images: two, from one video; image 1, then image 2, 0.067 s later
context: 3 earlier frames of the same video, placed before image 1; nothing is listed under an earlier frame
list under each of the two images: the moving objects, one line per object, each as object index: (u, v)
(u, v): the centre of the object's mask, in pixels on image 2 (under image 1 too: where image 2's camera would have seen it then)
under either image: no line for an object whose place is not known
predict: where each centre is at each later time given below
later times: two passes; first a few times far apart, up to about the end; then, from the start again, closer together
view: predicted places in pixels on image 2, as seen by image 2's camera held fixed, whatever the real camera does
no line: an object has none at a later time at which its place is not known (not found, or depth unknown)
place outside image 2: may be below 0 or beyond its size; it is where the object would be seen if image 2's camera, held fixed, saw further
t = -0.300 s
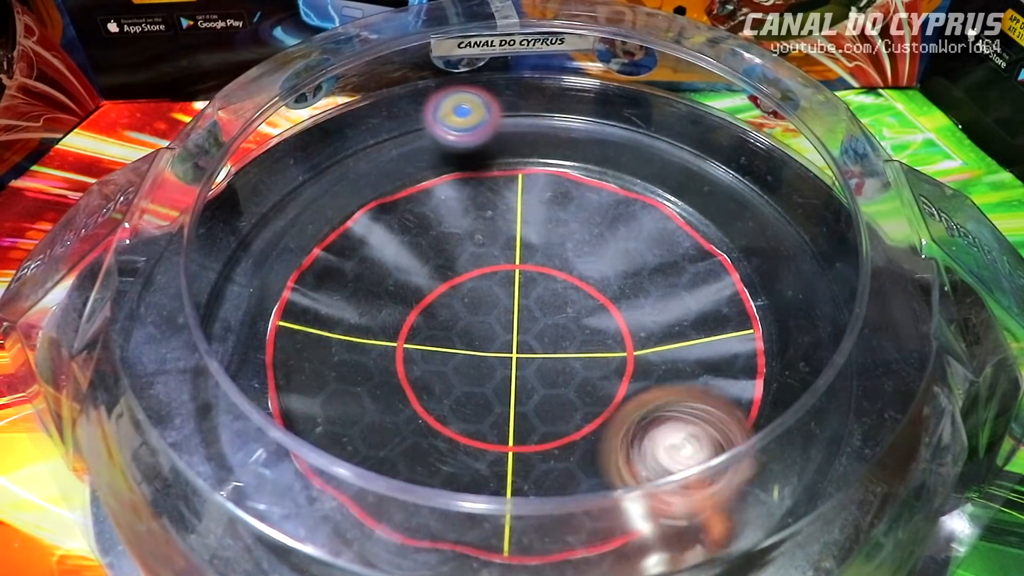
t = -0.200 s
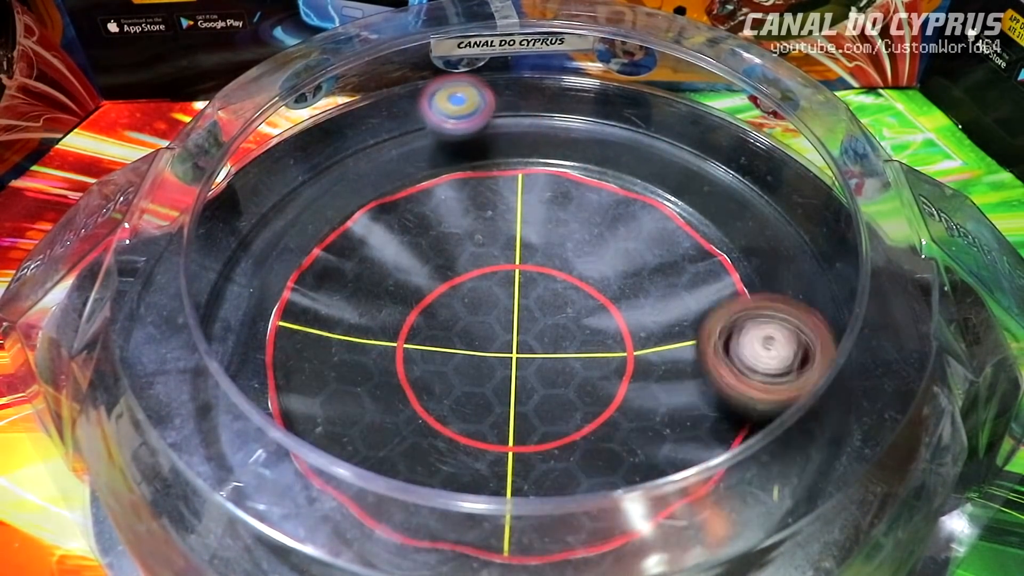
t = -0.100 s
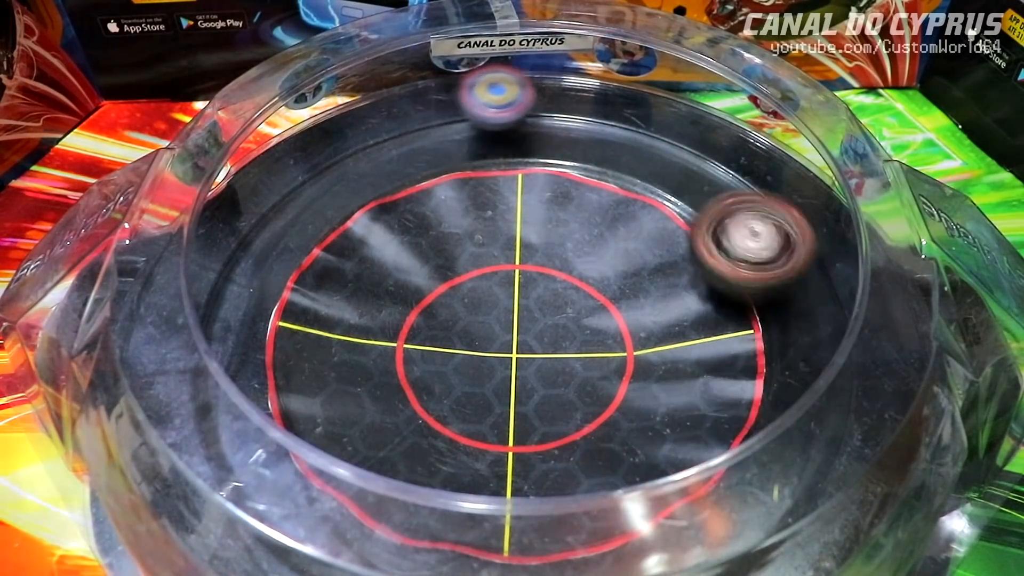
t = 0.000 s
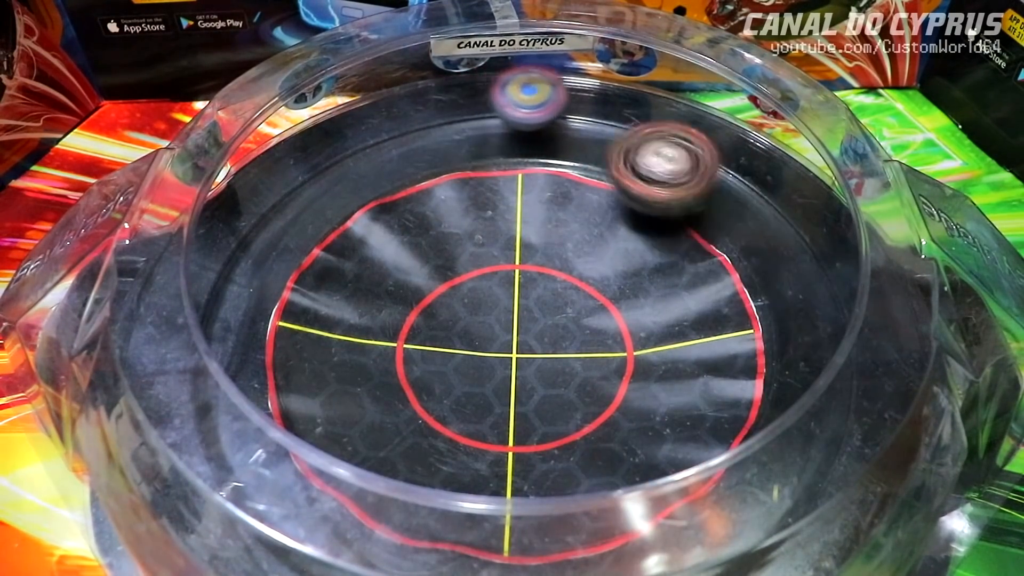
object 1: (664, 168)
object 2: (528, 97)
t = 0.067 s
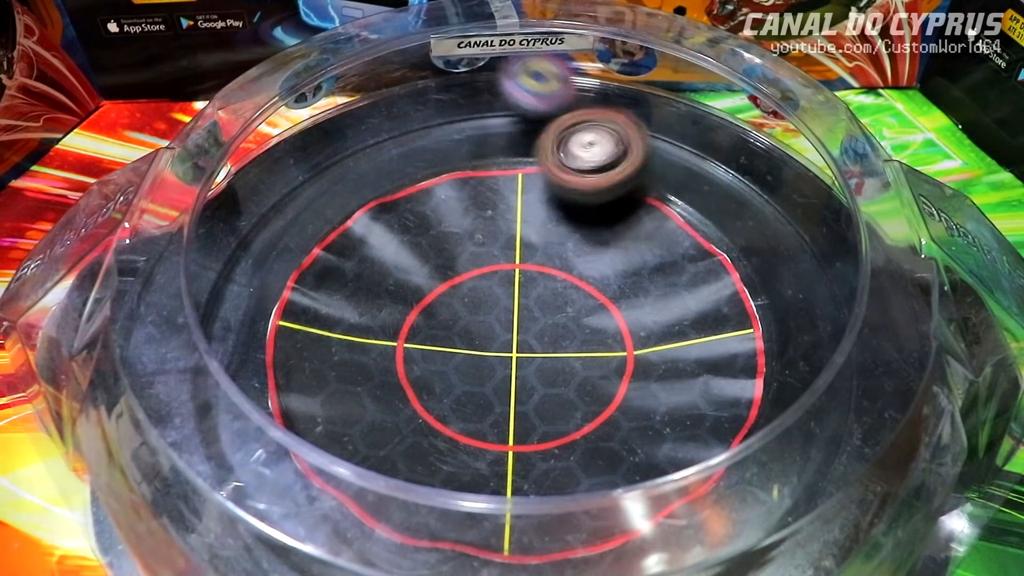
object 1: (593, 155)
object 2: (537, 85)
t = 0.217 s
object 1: (464, 261)
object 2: (426, 93)
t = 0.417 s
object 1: (449, 462)
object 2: (400, 118)
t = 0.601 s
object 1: (669, 540)
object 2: (495, 119)
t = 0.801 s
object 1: (768, 517)
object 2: (619, 116)
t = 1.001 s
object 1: (736, 441)
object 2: (695, 135)
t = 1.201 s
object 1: (663, 370)
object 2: (710, 143)
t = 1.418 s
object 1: (522, 263)
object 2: (758, 173)
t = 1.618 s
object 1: (350, 295)
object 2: (800, 217)
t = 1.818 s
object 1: (337, 415)
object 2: (820, 257)
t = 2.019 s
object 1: (547, 490)
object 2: (843, 317)
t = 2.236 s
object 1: (702, 344)
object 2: (840, 385)
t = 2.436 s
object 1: (602, 174)
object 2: (816, 446)
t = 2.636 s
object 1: (381, 135)
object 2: (759, 504)
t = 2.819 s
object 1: (274, 189)
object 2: (686, 544)
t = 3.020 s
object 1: (262, 256)
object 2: (592, 553)
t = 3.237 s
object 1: (334, 322)
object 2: (461, 554)
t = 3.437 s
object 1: (531, 393)
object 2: (371, 543)
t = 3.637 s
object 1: (669, 279)
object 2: (284, 506)
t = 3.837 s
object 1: (586, 159)
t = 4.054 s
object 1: (426, 160)
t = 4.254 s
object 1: (332, 277)
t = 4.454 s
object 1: (493, 438)
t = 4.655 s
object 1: (756, 376)
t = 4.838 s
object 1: (796, 258)
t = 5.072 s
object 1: (776, 231)
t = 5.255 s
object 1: (770, 239)
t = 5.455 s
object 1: (718, 246)
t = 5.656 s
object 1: (569, 255)
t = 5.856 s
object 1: (432, 325)
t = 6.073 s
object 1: (494, 437)
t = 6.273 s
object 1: (628, 422)
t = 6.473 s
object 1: (657, 314)
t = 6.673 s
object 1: (531, 232)
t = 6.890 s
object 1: (371, 270)
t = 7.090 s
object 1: (347, 363)
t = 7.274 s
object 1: (439, 419)
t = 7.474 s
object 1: (584, 384)
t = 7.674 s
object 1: (605, 258)
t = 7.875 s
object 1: (500, 201)
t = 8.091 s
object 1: (408, 248)
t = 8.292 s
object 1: (430, 348)
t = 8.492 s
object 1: (585, 382)
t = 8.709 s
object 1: (665, 277)
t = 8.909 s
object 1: (598, 217)
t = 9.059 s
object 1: (512, 227)
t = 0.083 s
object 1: (579, 166)
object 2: (524, 79)
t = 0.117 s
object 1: (552, 185)
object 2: (496, 77)
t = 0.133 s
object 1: (538, 196)
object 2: (482, 80)
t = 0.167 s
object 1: (510, 219)
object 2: (456, 90)
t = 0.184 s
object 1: (494, 233)
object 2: (447, 88)
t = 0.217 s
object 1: (464, 261)
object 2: (426, 93)
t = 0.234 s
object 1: (451, 276)
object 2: (419, 97)
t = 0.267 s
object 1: (429, 309)
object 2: (406, 99)
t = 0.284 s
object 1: (420, 329)
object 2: (401, 100)
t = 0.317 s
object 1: (411, 363)
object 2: (394, 103)
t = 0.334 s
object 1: (411, 383)
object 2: (393, 104)
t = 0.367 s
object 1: (418, 417)
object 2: (394, 106)
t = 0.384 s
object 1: (427, 430)
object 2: (395, 109)
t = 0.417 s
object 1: (449, 462)
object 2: (400, 118)
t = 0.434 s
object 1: (465, 484)
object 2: (403, 120)
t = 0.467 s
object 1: (504, 508)
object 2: (415, 122)
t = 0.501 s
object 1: (549, 521)
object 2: (432, 123)
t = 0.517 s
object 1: (566, 528)
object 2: (442, 122)
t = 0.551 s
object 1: (616, 537)
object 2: (464, 120)
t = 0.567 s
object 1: (639, 539)
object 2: (474, 120)
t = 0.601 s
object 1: (669, 540)
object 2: (495, 119)
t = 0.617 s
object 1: (686, 539)
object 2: (505, 120)
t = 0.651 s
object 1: (718, 541)
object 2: (524, 118)
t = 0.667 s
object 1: (729, 539)
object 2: (534, 117)
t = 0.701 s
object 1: (741, 533)
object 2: (555, 116)
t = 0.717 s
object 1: (747, 530)
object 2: (566, 115)
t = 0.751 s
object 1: (752, 525)
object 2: (587, 114)
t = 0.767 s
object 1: (757, 523)
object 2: (598, 114)
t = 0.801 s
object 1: (768, 517)
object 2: (619, 116)
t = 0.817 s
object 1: (767, 514)
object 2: (630, 115)
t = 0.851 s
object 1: (764, 496)
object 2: (651, 114)
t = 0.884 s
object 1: (758, 479)
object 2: (663, 117)
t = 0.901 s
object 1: (755, 472)
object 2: (666, 120)
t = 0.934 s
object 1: (750, 462)
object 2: (671, 126)
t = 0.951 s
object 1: (749, 452)
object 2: (675, 128)
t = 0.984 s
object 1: (740, 441)
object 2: (687, 132)
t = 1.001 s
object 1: (736, 441)
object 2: (695, 135)
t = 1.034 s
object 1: (728, 432)
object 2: (706, 136)
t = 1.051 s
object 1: (722, 429)
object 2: (709, 138)
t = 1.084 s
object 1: (703, 412)
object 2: (710, 140)
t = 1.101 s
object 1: (699, 410)
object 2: (708, 140)
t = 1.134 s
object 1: (688, 403)
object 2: (705, 140)
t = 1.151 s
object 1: (684, 397)
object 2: (704, 140)
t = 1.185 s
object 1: (670, 380)
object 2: (707, 141)
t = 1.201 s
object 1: (663, 370)
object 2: (710, 143)
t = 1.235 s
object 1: (648, 351)
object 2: (716, 146)
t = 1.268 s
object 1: (632, 334)
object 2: (716, 147)
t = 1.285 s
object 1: (623, 324)
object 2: (717, 148)
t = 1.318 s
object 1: (605, 305)
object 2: (721, 151)
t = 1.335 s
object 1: (593, 296)
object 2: (725, 154)
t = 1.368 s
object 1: (568, 280)
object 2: (736, 161)
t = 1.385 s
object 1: (553, 273)
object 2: (742, 163)
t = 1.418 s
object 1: (522, 263)
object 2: (758, 173)
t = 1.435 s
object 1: (506, 259)
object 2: (764, 178)
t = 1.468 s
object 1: (474, 255)
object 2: (770, 184)
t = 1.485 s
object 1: (458, 255)
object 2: (771, 186)
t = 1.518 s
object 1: (428, 258)
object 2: (773, 189)
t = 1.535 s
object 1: (413, 262)
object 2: (776, 192)
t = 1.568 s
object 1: (386, 272)
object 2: (785, 201)
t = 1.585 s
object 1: (372, 279)
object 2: (791, 206)
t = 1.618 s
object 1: (350, 295)
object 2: (800, 217)
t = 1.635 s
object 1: (340, 304)
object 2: (802, 219)
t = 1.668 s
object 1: (324, 325)
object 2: (804, 222)
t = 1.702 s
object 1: (312, 348)
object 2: (807, 228)
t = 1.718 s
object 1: (309, 361)
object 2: (810, 232)
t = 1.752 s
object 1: (311, 382)
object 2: (816, 244)
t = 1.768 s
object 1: (316, 390)
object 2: (818, 249)
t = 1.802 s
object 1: (329, 407)
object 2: (820, 254)
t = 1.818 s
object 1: (337, 415)
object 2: (820, 257)
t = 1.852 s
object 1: (348, 451)
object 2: (823, 265)
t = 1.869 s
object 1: (363, 460)
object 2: (824, 271)
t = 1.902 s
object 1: (401, 484)
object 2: (834, 284)
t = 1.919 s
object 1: (422, 485)
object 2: (836, 289)
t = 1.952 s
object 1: (462, 495)
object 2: (839, 296)
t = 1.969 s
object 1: (484, 493)
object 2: (839, 300)
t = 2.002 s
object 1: (525, 491)
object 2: (841, 310)
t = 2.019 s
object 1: (547, 490)
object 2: (843, 317)
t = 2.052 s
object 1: (580, 457)
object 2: (844, 329)
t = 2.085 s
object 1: (612, 446)
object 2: (843, 335)
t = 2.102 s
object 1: (628, 440)
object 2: (843, 339)
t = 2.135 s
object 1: (658, 422)
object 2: (844, 351)
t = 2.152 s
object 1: (670, 412)
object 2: (845, 359)
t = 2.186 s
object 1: (690, 389)
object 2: (844, 373)
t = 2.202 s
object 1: (696, 374)
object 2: (844, 379)
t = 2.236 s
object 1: (702, 344)
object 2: (840, 385)
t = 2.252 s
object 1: (704, 328)
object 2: (840, 390)
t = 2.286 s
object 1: (700, 295)
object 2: (838, 401)
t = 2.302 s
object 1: (695, 279)
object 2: (837, 408)
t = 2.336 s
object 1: (680, 250)
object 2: (831, 418)
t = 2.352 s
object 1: (670, 234)
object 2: (829, 421)
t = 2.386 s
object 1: (647, 207)
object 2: (825, 428)
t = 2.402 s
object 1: (633, 196)
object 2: (822, 432)
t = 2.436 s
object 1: (602, 174)
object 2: (816, 446)
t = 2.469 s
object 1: (568, 157)
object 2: (806, 458)
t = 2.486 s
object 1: (550, 150)
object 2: (804, 468)
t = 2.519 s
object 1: (511, 139)
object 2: (797, 474)
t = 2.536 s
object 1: (492, 135)
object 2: (794, 477)
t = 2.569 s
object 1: (452, 131)
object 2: (783, 486)
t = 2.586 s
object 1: (435, 132)
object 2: (776, 490)
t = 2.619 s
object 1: (398, 133)
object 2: (767, 505)
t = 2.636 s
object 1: (381, 135)
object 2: (759, 504)
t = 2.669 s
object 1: (353, 138)
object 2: (753, 515)
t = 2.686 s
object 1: (342, 140)
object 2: (748, 519)
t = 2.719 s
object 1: (317, 144)
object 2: (736, 526)
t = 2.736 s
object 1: (307, 148)
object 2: (726, 529)
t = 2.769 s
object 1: (291, 162)
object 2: (713, 535)
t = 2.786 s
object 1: (284, 171)
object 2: (704, 538)
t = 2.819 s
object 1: (274, 189)
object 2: (686, 544)
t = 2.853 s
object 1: (267, 204)
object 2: (674, 545)
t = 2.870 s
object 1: (264, 212)
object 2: (663, 549)
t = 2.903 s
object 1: (260, 224)
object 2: (645, 550)
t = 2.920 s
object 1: (259, 230)
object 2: (637, 551)
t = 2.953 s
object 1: (258, 240)
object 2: (615, 554)
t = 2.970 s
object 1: (258, 245)
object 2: (612, 553)
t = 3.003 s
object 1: (260, 252)
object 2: (595, 553)
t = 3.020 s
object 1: (262, 256)
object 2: (592, 553)
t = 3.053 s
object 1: (266, 261)
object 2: (571, 554)
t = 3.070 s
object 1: (269, 264)
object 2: (558, 554)
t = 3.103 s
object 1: (274, 269)
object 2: (533, 556)
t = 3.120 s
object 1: (278, 273)
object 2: (520, 556)
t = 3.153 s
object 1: (289, 284)
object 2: (497, 556)
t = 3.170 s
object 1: (296, 290)
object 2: (490, 557)
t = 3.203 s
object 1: (314, 305)
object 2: (478, 555)
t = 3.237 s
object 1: (334, 322)
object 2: (461, 554)
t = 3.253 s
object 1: (345, 331)
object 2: (452, 553)
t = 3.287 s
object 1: (371, 347)
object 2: (431, 551)
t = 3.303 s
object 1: (386, 355)
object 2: (422, 551)
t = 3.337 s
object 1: (418, 371)
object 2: (406, 549)
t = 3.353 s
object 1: (435, 378)
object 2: (400, 548)
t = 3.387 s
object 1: (470, 388)
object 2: (390, 547)
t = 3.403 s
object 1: (490, 391)
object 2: (385, 545)
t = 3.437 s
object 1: (531, 393)
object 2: (371, 543)
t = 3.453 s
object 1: (551, 392)
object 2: (362, 541)
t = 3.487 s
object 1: (587, 383)
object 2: (344, 536)
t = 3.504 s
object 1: (603, 375)
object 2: (335, 534)
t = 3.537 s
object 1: (632, 355)
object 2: (315, 526)
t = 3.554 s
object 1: (643, 343)
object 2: (308, 522)
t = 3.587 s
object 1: (660, 318)
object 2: (295, 515)
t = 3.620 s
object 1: (668, 291)
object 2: (286, 508)
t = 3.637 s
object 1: (669, 279)
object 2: (284, 506)
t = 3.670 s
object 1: (666, 254)
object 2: (278, 502)
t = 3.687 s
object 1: (663, 241)
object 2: (277, 492)
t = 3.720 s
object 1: (652, 216)
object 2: (261, 479)
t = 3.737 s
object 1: (645, 205)
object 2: (256, 475)
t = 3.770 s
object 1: (627, 186)
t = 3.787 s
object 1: (618, 178)
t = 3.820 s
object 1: (597, 165)
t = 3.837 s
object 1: (586, 159)
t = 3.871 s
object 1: (560, 149)
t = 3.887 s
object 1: (548, 146)
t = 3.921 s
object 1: (522, 143)
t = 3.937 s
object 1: (511, 143)
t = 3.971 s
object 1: (486, 144)
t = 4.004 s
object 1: (461, 148)
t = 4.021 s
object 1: (450, 150)
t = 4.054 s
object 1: (426, 160)
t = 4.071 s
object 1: (415, 165)
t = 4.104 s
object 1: (393, 178)
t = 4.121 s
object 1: (383, 185)
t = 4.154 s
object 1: (364, 204)
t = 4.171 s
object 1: (356, 214)
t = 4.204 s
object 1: (342, 236)
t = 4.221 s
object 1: (337, 249)
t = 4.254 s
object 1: (332, 277)
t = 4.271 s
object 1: (331, 292)
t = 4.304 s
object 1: (344, 325)
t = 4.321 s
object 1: (353, 337)
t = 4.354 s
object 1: (376, 370)
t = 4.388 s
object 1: (410, 400)
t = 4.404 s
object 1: (429, 413)
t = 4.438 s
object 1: (469, 432)
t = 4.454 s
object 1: (493, 438)
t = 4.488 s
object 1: (545, 444)
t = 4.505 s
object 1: (573, 443)
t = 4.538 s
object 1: (620, 436)
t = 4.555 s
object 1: (644, 429)
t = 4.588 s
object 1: (687, 415)
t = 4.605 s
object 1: (704, 406)
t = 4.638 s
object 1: (742, 388)
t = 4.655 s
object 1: (756, 376)
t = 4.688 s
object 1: (773, 350)
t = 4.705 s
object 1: (780, 336)
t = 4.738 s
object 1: (788, 310)
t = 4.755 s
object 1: (791, 299)
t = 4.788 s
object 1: (794, 280)
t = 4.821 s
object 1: (796, 264)
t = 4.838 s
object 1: (796, 258)
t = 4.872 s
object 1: (794, 248)
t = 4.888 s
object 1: (793, 242)
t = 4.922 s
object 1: (790, 237)
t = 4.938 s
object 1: (789, 235)
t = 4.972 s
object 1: (786, 232)
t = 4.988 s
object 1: (784, 231)
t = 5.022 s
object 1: (780, 230)
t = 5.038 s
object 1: (779, 230)
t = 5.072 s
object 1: (776, 231)
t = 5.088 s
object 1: (776, 231)
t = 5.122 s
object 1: (775, 232)
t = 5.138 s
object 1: (774, 232)
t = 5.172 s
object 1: (772, 234)
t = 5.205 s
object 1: (771, 237)
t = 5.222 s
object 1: (771, 237)
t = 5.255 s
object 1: (770, 239)
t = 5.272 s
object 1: (768, 240)
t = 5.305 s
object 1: (766, 241)
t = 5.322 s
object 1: (765, 242)
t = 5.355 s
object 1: (761, 243)
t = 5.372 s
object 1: (757, 244)
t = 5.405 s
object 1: (745, 245)
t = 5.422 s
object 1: (738, 245)
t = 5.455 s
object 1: (718, 246)
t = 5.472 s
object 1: (708, 246)
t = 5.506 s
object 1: (687, 247)
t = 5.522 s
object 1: (675, 247)
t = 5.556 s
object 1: (650, 247)
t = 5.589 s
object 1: (624, 248)
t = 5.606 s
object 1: (610, 249)
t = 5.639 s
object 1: (583, 253)
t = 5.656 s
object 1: (569, 255)
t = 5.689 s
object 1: (539, 259)
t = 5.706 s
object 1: (525, 263)
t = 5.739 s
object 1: (497, 272)
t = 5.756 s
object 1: (484, 278)
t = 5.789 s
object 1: (462, 291)
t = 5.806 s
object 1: (453, 298)
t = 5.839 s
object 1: (438, 315)
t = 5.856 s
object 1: (432, 325)
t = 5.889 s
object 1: (425, 346)
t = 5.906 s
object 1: (426, 356)
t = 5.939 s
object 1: (431, 377)
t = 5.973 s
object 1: (440, 398)
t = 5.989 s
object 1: (447, 407)
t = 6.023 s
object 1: (463, 422)
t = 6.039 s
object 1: (473, 428)
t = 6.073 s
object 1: (494, 437)
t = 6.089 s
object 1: (506, 440)
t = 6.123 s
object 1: (529, 443)
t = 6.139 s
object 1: (542, 443)
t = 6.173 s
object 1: (564, 442)
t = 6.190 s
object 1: (577, 440)
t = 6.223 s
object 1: (599, 434)
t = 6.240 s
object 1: (609, 432)
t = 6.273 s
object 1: (628, 422)
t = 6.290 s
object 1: (636, 418)
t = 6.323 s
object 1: (650, 404)
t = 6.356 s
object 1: (660, 385)
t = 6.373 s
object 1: (663, 375)
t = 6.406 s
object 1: (666, 355)
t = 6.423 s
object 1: (666, 346)
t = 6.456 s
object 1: (661, 324)
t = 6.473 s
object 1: (657, 314)
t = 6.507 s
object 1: (645, 294)
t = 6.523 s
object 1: (638, 284)
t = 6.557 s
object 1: (618, 267)
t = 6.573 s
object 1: (608, 259)
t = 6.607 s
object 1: (585, 246)
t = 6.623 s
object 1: (572, 242)
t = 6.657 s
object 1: (545, 235)
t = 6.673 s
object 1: (531, 232)
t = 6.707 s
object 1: (502, 228)
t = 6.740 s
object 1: (473, 228)
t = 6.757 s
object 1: (458, 230)
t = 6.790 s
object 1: (433, 237)
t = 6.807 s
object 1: (421, 240)
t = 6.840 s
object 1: (398, 251)
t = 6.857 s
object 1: (388, 257)
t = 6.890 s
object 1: (371, 270)
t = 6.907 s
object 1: (364, 277)
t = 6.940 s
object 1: (352, 292)
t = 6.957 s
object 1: (346, 300)
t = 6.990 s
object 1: (342, 316)
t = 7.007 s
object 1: (341, 324)
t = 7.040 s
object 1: (340, 341)
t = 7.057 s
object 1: (341, 349)
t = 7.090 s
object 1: (347, 363)
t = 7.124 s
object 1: (357, 377)
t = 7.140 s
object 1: (363, 384)
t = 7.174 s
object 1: (378, 395)
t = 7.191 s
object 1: (386, 401)
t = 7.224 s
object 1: (405, 410)
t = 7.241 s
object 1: (417, 413)
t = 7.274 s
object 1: (439, 419)
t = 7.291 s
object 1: (450, 421)
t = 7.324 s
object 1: (476, 422)
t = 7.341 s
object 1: (489, 422)
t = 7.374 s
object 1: (515, 418)
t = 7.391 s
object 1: (529, 415)
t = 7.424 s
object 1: (554, 407)
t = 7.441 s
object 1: (563, 399)
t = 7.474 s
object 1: (584, 384)
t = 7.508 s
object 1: (602, 366)
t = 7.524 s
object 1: (609, 354)
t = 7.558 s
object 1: (619, 333)
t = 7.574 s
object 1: (622, 322)
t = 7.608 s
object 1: (621, 299)
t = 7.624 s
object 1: (619, 290)
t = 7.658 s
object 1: (611, 268)
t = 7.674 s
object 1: (605, 258)
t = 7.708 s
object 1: (592, 242)
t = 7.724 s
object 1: (584, 235)
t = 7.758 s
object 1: (566, 223)
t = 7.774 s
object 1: (558, 218)
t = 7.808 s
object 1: (539, 209)
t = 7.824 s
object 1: (529, 206)
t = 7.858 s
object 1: (510, 202)
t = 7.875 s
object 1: (500, 201)
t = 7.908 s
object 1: (482, 202)
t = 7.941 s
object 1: (463, 206)
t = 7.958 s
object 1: (457, 209)
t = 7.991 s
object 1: (442, 215)
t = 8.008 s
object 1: (435, 219)
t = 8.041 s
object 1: (422, 230)
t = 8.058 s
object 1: (417, 235)
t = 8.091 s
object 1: (408, 248)
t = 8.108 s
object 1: (406, 254)
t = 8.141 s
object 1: (401, 270)
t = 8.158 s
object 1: (401, 279)
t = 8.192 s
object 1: (403, 295)
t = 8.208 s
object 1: (404, 305)
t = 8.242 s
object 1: (411, 323)
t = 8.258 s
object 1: (417, 332)
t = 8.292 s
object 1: (430, 348)
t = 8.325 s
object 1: (449, 365)
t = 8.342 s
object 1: (459, 370)
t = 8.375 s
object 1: (481, 380)
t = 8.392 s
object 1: (496, 385)
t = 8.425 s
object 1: (525, 389)
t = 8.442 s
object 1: (539, 390)
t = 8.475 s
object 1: (568, 386)
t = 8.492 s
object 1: (585, 382)
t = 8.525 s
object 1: (609, 371)
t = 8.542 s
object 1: (621, 365)
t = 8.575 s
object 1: (640, 348)
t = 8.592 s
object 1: (647, 340)
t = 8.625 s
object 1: (658, 323)
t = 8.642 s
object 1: (662, 312)
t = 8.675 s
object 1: (665, 296)
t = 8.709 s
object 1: (665, 277)
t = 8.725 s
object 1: (662, 270)
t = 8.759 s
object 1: (657, 257)
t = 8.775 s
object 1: (652, 250)
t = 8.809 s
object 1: (641, 238)
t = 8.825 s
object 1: (636, 233)
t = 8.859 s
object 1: (620, 225)
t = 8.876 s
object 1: (614, 222)
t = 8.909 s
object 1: (598, 217)
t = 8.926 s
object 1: (587, 216)
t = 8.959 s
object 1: (571, 216)
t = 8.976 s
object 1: (561, 215)
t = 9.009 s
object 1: (541, 218)
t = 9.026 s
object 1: (532, 220)
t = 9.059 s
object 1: (512, 227)
